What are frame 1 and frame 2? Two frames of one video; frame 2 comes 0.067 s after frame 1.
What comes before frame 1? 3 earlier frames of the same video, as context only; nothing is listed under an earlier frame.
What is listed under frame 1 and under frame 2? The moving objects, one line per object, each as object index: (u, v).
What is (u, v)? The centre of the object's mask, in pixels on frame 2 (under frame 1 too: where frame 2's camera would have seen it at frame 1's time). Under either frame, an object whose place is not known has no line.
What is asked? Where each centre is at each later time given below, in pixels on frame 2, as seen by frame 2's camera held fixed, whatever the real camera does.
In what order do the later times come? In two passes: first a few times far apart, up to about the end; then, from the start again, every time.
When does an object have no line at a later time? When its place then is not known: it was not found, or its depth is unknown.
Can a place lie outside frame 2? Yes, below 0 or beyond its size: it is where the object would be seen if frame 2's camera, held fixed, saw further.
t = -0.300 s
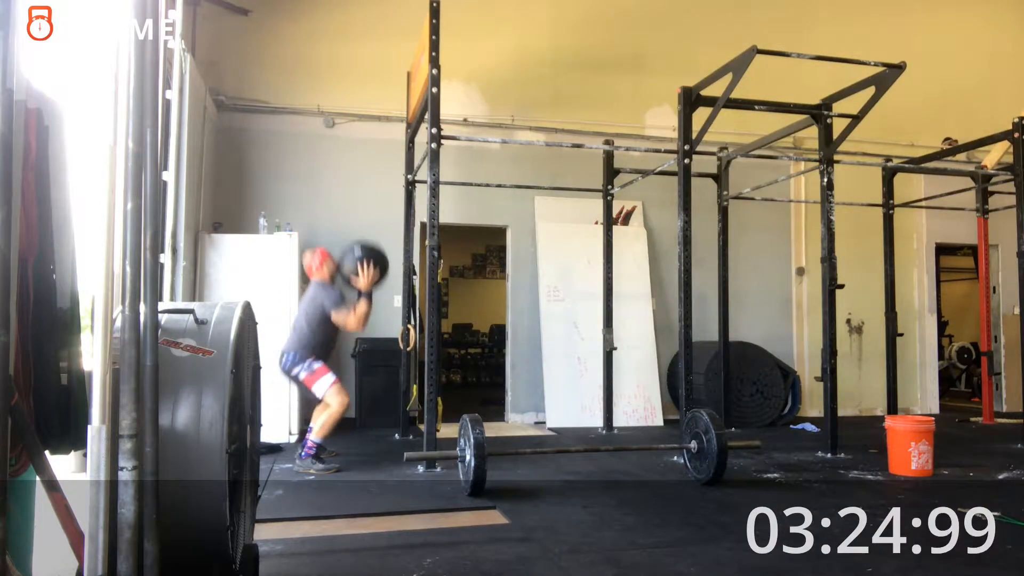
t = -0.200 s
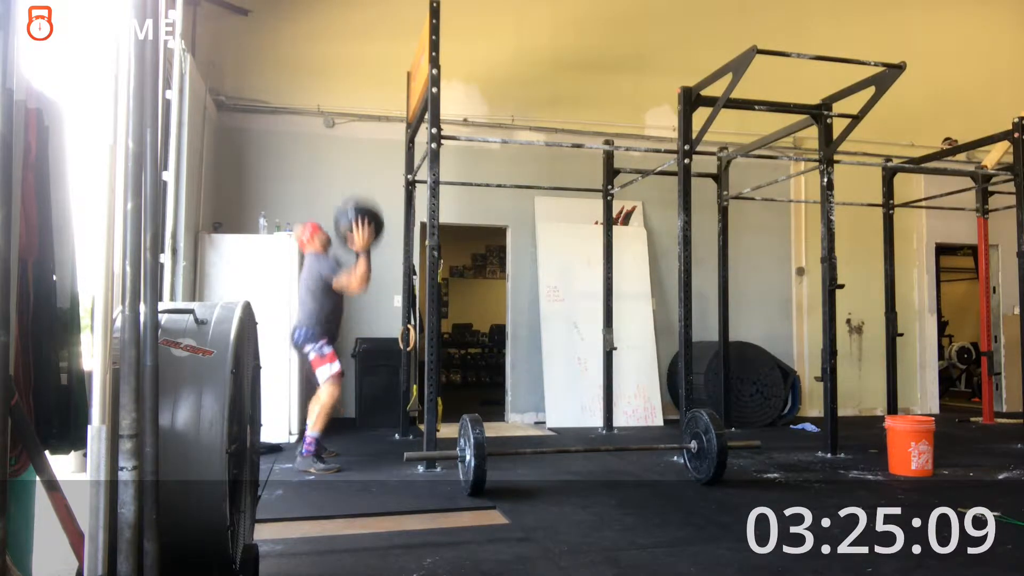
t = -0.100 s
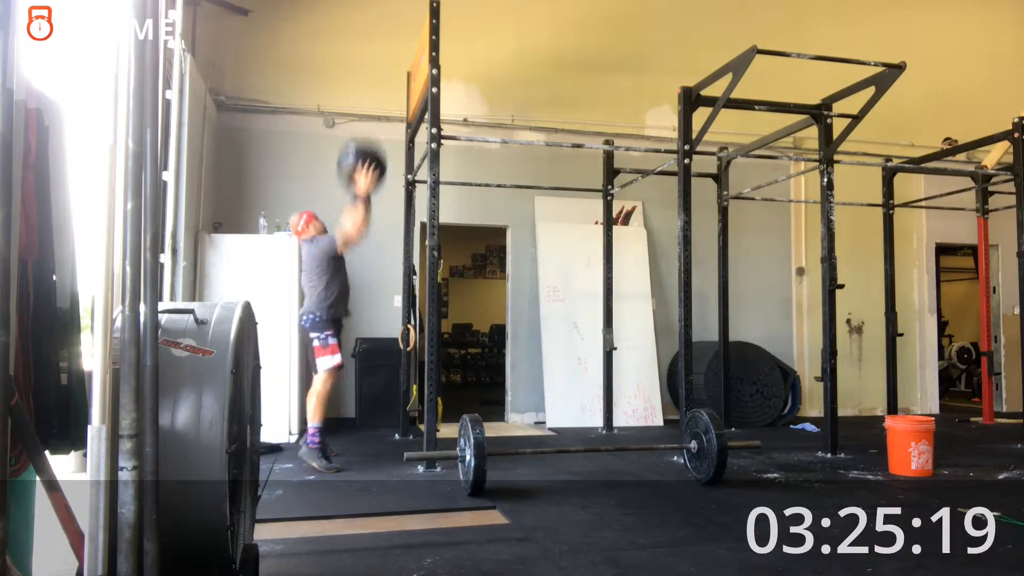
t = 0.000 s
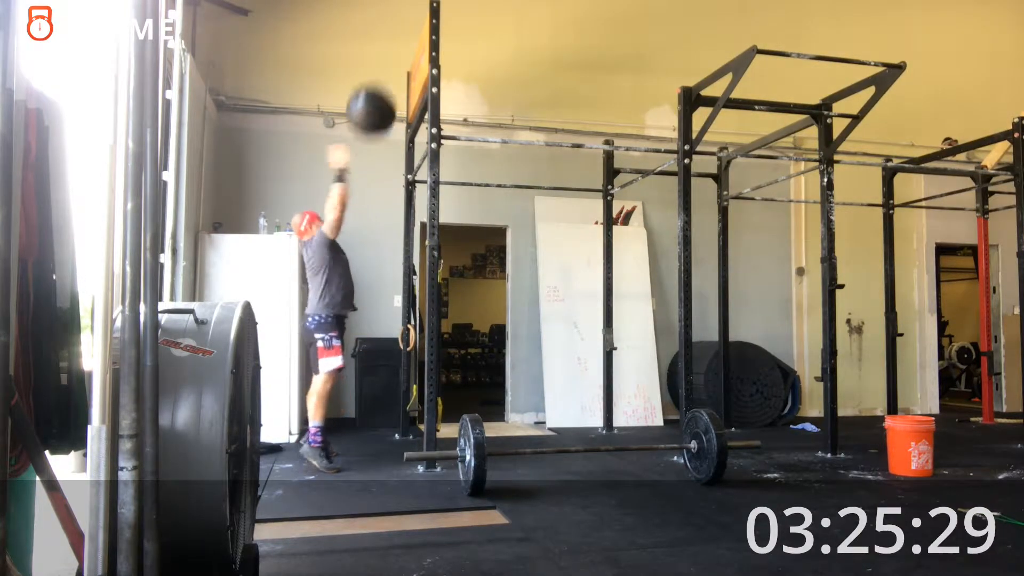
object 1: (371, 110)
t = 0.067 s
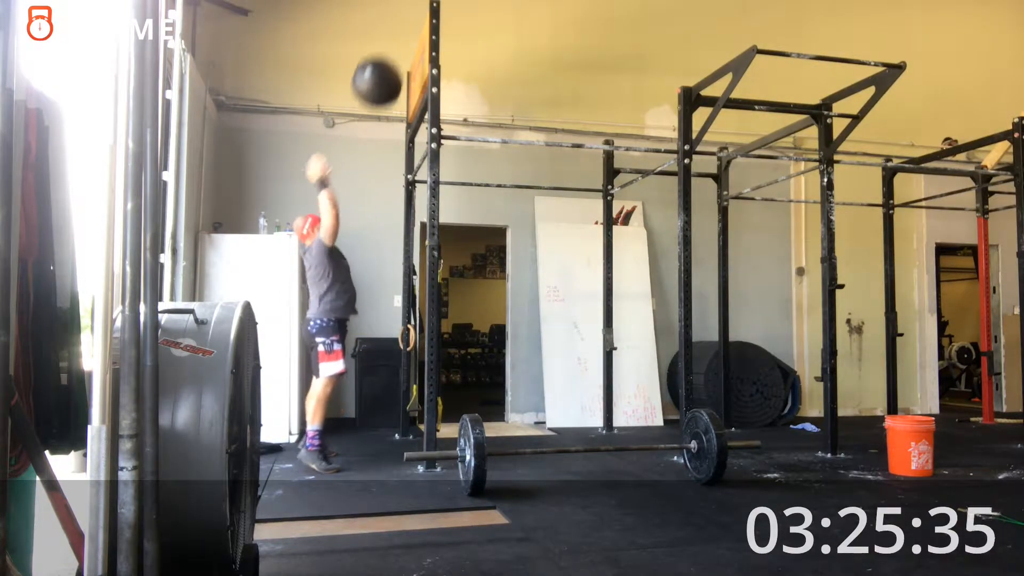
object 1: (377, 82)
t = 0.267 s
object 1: (394, 34)
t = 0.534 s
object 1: (394, 47)
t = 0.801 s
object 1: (376, 148)
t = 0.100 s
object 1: (380, 70)
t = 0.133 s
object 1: (383, 60)
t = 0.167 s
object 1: (385, 51)
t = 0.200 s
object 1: (388, 44)
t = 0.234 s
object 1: (391, 38)
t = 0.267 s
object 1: (394, 34)
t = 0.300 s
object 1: (397, 31)
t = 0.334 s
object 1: (399, 30)
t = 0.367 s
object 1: (402, 30)
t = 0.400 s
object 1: (402, 31)
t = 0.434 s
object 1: (400, 33)
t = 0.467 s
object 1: (398, 36)
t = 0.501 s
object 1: (396, 41)
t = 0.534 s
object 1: (394, 47)
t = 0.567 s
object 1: (392, 55)
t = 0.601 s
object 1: (390, 63)
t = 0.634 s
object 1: (387, 74)
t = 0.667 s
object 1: (385, 85)
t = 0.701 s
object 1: (383, 98)
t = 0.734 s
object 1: (381, 113)
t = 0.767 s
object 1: (378, 129)
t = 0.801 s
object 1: (376, 148)
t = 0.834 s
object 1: (374, 165)
